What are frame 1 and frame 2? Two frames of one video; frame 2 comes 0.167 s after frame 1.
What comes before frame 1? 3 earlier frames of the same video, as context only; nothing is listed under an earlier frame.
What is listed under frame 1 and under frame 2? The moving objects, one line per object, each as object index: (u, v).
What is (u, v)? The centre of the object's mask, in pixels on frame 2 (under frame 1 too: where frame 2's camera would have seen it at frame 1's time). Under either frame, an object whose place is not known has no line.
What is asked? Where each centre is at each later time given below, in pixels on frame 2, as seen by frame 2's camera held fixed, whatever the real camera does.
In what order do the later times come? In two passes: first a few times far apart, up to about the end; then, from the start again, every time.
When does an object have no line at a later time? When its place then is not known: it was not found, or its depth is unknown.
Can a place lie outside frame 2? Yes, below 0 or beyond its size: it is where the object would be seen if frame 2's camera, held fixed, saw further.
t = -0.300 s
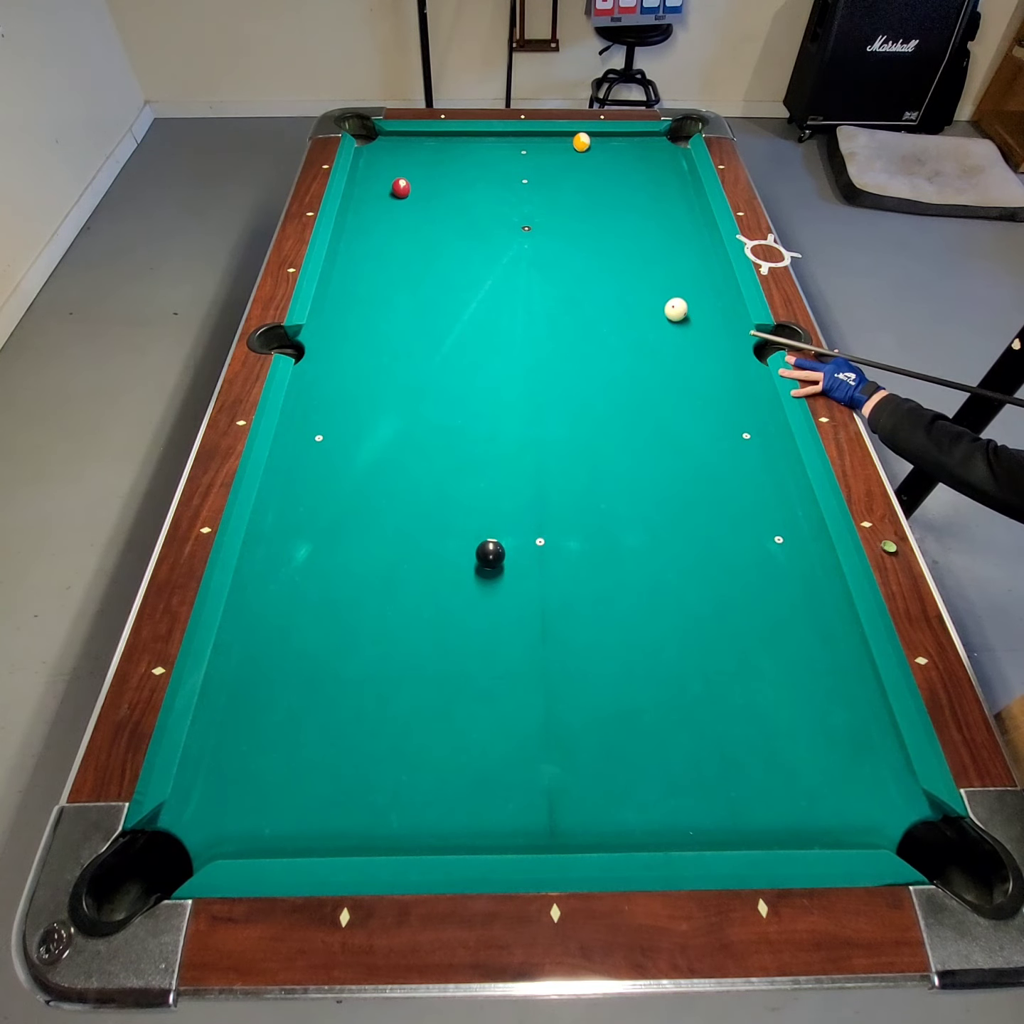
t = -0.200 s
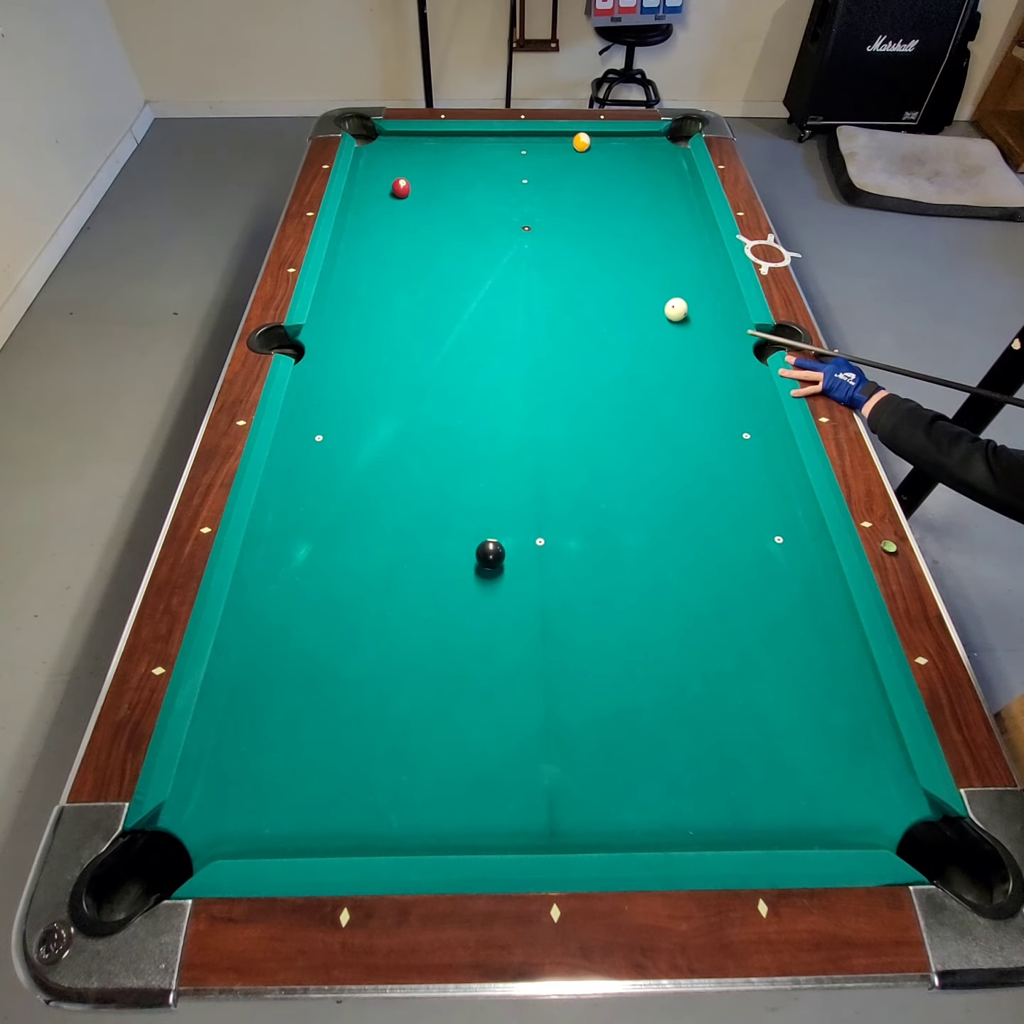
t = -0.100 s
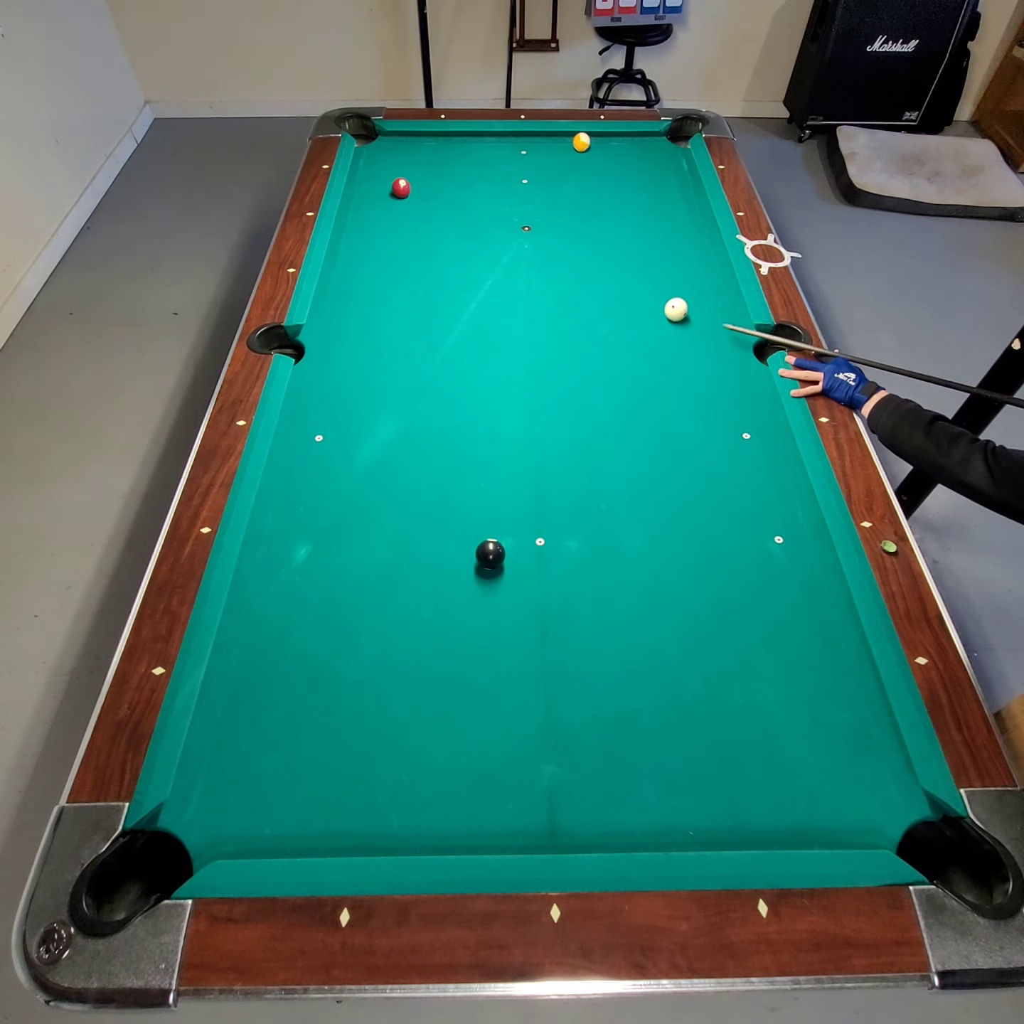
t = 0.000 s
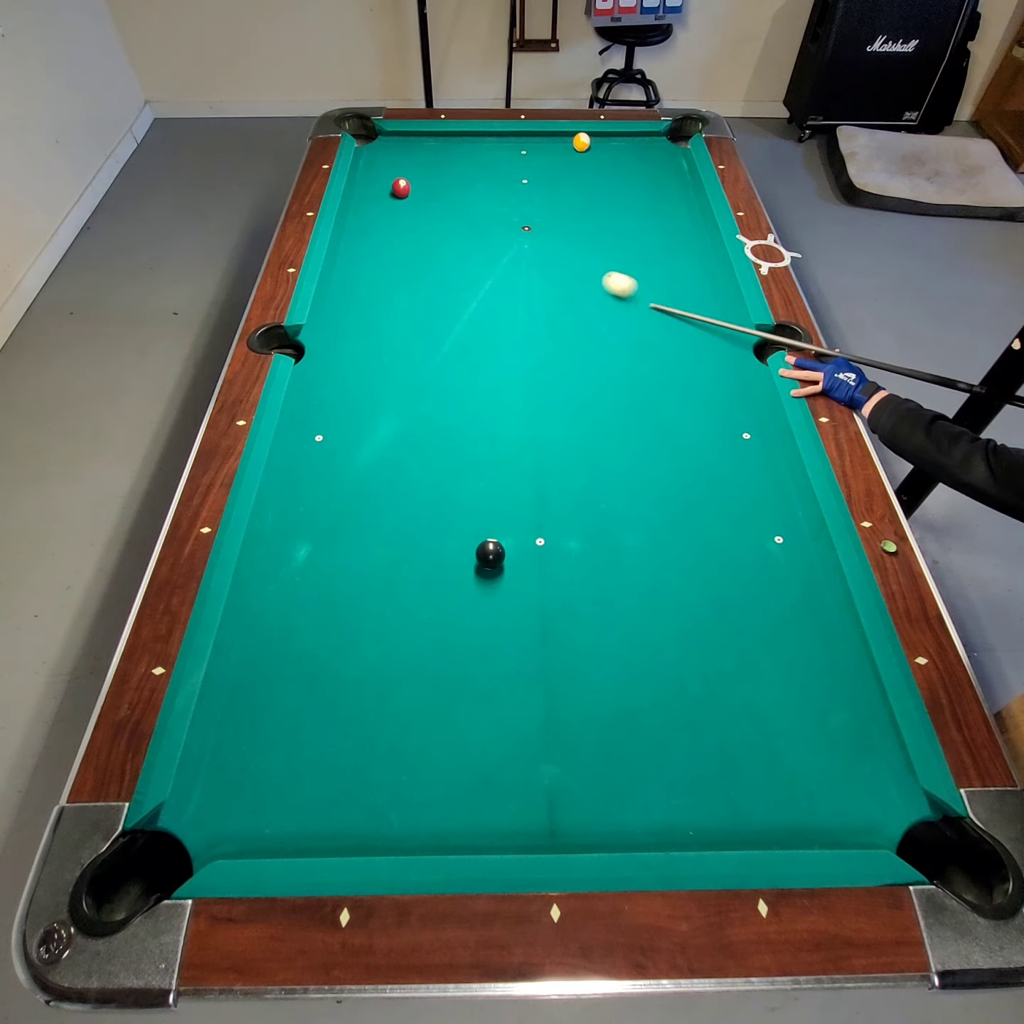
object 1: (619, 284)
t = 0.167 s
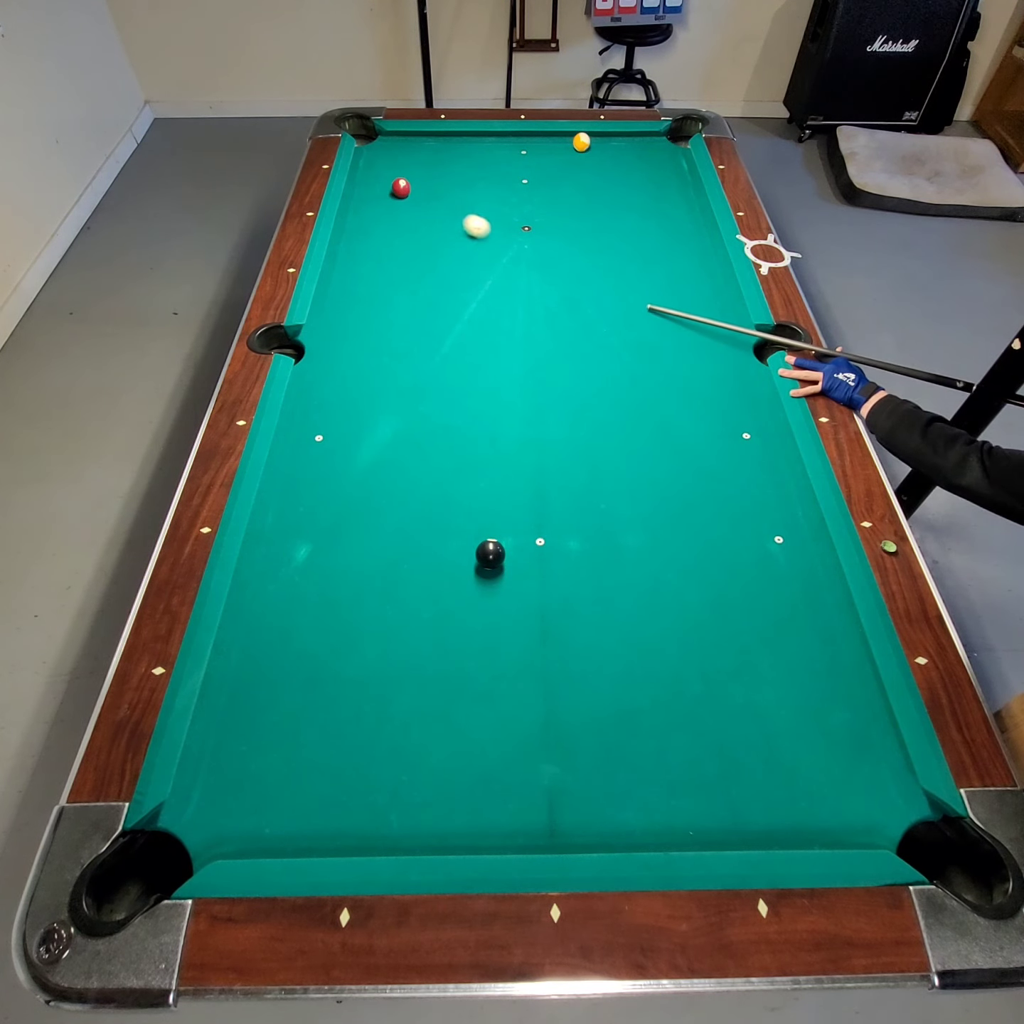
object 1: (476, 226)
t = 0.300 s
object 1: (395, 198)
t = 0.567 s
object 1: (371, 205)
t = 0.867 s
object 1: (415, 209)
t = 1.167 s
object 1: (455, 213)
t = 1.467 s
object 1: (492, 216)
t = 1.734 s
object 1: (522, 219)
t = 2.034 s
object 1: (552, 222)
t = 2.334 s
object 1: (580, 225)
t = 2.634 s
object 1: (603, 227)
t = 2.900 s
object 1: (621, 230)
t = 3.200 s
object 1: (638, 232)
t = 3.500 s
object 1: (652, 235)
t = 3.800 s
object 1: (663, 236)
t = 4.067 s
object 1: (669, 238)
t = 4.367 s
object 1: (673, 240)
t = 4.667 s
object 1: (674, 240)
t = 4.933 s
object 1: (674, 240)
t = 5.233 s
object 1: (674, 240)
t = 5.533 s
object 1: (674, 240)
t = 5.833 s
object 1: (674, 240)
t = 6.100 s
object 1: (674, 240)
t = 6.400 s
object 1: (674, 240)
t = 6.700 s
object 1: (674, 240)
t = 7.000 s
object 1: (674, 240)
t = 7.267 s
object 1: (674, 240)
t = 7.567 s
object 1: (674, 240)
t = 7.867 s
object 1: (674, 240)
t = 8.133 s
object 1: (674, 240)
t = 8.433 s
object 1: (674, 240)
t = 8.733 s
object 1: (674, 240)
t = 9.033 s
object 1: (674, 240)
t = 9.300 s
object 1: (674, 240)
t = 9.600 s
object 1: (674, 240)
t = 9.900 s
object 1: (674, 240)
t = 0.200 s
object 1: (453, 217)
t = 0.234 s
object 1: (431, 208)
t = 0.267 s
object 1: (411, 199)
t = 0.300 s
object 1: (395, 198)
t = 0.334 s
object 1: (381, 199)
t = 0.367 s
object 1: (368, 201)
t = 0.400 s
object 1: (356, 202)
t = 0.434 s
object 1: (350, 203)
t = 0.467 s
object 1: (356, 204)
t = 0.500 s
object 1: (361, 204)
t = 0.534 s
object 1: (366, 205)
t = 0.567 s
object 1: (371, 205)
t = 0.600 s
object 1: (376, 206)
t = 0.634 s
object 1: (381, 206)
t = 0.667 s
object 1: (386, 206)
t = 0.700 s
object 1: (391, 207)
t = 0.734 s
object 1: (396, 207)
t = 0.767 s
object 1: (400, 208)
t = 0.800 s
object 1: (405, 208)
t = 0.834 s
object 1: (410, 208)
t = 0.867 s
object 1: (415, 209)
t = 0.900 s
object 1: (419, 209)
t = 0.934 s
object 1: (424, 210)
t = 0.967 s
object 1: (428, 210)
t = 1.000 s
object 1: (433, 211)
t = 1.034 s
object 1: (437, 211)
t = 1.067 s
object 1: (442, 211)
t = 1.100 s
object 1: (446, 212)
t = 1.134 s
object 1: (450, 212)
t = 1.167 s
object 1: (455, 213)
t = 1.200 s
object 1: (459, 213)
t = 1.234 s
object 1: (463, 213)
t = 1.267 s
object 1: (467, 214)
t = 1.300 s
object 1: (471, 214)
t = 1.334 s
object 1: (476, 215)
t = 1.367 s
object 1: (480, 215)
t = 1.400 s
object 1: (484, 216)
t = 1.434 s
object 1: (488, 216)
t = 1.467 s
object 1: (492, 216)
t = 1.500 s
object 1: (496, 217)
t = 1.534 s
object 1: (499, 217)
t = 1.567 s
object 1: (503, 217)
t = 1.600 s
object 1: (507, 218)
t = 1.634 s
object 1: (511, 218)
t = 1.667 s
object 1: (514, 218)
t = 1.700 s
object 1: (518, 218)
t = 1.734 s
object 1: (522, 219)
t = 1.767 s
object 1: (525, 219)
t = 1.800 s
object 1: (529, 219)
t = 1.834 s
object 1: (532, 220)
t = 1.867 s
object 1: (536, 220)
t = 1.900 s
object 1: (540, 220)
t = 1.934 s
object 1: (543, 221)
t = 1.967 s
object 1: (546, 221)
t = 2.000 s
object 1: (549, 221)
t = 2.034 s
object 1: (552, 222)
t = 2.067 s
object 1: (556, 222)
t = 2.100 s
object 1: (559, 222)
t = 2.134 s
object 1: (562, 223)
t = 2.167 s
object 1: (565, 223)
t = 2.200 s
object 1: (568, 223)
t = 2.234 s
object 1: (571, 224)
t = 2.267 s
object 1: (574, 224)
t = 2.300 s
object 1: (577, 224)
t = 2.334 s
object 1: (580, 225)
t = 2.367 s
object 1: (582, 225)
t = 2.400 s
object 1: (585, 225)
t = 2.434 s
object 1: (588, 225)
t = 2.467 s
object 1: (590, 226)
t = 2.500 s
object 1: (593, 226)
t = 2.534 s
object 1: (595, 226)
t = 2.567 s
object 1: (598, 227)
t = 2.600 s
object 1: (601, 227)
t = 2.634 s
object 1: (603, 227)
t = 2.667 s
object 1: (605, 228)
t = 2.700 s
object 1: (608, 228)
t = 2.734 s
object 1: (610, 228)
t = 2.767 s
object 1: (612, 228)
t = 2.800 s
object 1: (615, 229)
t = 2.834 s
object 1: (617, 229)
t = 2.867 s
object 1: (619, 229)
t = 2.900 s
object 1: (621, 230)
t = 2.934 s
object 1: (623, 230)
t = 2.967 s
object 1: (625, 230)
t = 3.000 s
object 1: (627, 230)
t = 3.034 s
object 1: (629, 231)
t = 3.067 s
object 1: (631, 231)
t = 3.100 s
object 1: (633, 231)
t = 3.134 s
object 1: (635, 232)
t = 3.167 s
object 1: (636, 232)
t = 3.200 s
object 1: (638, 232)
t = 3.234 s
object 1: (640, 232)
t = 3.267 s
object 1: (642, 233)
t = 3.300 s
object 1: (643, 233)
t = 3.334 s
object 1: (645, 233)
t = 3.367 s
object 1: (646, 234)
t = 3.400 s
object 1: (648, 234)
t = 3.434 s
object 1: (649, 234)
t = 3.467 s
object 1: (651, 234)
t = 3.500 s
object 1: (652, 235)
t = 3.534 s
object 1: (653, 235)
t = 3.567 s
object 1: (655, 235)
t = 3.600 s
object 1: (656, 235)
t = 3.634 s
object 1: (657, 236)
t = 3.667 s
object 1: (658, 236)
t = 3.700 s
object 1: (659, 236)
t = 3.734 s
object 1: (661, 236)
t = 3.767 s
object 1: (661, 237)
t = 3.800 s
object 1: (663, 236)
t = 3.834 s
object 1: (664, 237)
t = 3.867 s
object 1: (664, 237)
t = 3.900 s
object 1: (665, 237)
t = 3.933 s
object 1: (666, 238)
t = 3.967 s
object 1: (667, 238)
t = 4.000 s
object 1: (668, 238)
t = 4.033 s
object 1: (668, 238)
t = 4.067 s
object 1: (669, 238)
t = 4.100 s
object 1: (670, 239)
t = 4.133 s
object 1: (670, 239)
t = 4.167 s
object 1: (671, 239)
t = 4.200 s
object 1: (671, 239)
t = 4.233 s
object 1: (672, 239)
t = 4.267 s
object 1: (672, 239)
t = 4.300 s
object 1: (672, 239)
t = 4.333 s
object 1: (673, 240)
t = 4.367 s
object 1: (673, 240)
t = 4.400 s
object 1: (673, 240)
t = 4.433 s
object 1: (674, 240)
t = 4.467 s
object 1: (674, 240)
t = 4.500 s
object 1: (674, 240)
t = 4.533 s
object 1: (674, 240)
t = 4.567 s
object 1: (674, 240)
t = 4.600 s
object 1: (674, 240)
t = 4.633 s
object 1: (674, 240)
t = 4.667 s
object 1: (674, 240)
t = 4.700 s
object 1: (674, 240)
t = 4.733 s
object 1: (674, 240)
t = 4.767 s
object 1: (674, 240)
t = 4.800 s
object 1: (674, 240)
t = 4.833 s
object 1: (674, 240)
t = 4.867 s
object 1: (674, 240)
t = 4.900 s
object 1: (674, 240)
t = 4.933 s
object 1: (674, 240)
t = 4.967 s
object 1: (674, 240)
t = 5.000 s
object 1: (674, 240)
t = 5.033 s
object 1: (674, 240)
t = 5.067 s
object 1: (674, 240)
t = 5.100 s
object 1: (674, 240)
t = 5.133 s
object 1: (674, 240)
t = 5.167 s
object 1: (674, 240)
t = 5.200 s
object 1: (674, 240)
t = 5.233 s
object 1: (674, 240)
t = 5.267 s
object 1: (674, 240)
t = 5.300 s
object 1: (674, 240)
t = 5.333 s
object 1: (674, 240)
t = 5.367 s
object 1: (674, 240)
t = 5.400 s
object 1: (674, 240)
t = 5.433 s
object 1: (674, 240)
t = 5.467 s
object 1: (674, 240)
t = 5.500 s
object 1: (674, 240)
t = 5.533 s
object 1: (674, 240)
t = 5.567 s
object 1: (674, 240)
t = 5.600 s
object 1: (674, 240)
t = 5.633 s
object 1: (674, 240)
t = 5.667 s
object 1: (674, 240)
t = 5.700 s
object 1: (674, 240)
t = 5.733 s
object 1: (674, 240)
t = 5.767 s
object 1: (674, 240)
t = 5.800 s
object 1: (674, 240)
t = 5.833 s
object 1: (674, 240)
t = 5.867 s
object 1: (674, 240)
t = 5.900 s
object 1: (674, 240)
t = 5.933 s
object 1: (674, 240)
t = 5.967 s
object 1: (674, 240)
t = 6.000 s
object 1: (674, 240)
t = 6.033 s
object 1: (674, 240)
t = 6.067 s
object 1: (674, 240)
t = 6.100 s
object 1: (674, 240)
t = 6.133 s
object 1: (674, 240)
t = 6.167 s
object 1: (674, 240)
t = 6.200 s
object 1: (674, 240)
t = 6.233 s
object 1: (674, 240)
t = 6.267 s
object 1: (674, 240)
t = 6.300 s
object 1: (674, 240)
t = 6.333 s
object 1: (674, 240)
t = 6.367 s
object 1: (674, 240)
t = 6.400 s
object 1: (674, 240)
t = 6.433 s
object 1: (674, 240)
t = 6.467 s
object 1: (674, 240)
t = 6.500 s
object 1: (674, 240)
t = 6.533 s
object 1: (674, 240)
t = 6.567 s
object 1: (674, 240)
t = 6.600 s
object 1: (674, 240)
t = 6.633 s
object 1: (674, 240)
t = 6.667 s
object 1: (674, 240)
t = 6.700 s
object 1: (674, 240)
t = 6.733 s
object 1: (674, 240)
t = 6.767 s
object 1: (674, 240)
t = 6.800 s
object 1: (674, 240)
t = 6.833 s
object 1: (674, 240)
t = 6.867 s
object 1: (674, 240)
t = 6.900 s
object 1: (674, 240)
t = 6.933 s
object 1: (674, 240)
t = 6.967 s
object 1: (674, 240)
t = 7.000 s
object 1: (674, 240)
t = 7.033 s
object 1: (674, 240)
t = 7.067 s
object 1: (674, 240)
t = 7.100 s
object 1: (674, 240)
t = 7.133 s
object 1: (674, 240)
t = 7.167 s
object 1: (674, 240)
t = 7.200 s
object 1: (674, 240)
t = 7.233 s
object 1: (674, 240)
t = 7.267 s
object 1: (674, 240)
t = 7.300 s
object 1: (674, 240)
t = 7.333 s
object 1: (674, 240)
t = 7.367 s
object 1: (674, 240)
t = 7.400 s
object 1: (674, 240)
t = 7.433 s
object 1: (674, 240)
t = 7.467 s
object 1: (674, 240)
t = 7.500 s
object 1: (674, 240)
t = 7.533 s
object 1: (674, 240)
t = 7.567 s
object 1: (674, 240)
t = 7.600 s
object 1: (674, 240)
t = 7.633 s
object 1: (674, 240)
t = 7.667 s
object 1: (674, 240)
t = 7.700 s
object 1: (674, 240)
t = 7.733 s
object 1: (674, 240)
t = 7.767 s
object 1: (674, 240)
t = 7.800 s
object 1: (674, 240)
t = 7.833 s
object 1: (674, 240)
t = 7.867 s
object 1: (674, 240)
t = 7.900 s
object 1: (674, 240)
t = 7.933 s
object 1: (674, 240)
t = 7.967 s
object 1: (674, 240)
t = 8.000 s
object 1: (674, 240)
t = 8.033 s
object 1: (674, 240)
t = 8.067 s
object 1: (674, 240)
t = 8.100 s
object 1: (674, 240)
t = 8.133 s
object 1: (674, 240)
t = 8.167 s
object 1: (674, 240)
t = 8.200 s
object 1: (674, 240)
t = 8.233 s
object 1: (674, 240)
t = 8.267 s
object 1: (674, 240)
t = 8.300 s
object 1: (674, 240)
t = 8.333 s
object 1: (674, 240)
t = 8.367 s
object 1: (674, 240)
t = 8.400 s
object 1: (674, 240)
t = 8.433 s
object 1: (674, 240)
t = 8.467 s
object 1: (674, 240)
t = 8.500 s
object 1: (674, 240)
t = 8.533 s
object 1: (674, 240)
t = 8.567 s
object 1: (674, 240)
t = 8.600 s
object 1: (674, 240)
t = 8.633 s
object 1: (674, 240)
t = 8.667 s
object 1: (674, 240)
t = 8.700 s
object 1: (674, 240)
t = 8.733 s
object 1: (674, 240)
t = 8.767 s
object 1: (674, 240)
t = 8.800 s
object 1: (674, 240)
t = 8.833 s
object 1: (674, 240)
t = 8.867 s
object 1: (674, 240)
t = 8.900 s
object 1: (674, 240)
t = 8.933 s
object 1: (674, 240)
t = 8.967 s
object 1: (674, 240)
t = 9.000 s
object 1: (674, 240)
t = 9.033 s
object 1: (674, 240)
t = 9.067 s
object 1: (674, 240)
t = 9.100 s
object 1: (674, 240)
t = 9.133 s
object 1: (674, 240)
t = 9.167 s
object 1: (674, 240)
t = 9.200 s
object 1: (674, 240)
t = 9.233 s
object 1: (674, 240)
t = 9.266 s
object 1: (674, 240)
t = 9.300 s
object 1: (674, 240)
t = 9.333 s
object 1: (674, 240)
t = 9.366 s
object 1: (674, 240)
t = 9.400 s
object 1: (674, 240)
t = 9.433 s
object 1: (674, 240)
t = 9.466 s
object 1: (674, 240)
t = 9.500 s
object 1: (674, 240)
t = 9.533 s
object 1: (674, 240)
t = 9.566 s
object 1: (674, 240)
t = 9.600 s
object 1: (674, 240)
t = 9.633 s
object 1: (674, 240)
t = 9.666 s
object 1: (674, 240)
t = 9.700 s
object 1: (674, 240)
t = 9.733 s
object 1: (674, 240)
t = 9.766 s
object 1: (674, 240)
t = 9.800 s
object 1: (674, 240)
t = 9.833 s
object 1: (674, 240)
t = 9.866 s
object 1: (674, 240)
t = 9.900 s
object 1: (674, 240)
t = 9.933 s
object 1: (674, 240)
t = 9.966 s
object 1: (674, 240)
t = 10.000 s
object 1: (674, 240)
